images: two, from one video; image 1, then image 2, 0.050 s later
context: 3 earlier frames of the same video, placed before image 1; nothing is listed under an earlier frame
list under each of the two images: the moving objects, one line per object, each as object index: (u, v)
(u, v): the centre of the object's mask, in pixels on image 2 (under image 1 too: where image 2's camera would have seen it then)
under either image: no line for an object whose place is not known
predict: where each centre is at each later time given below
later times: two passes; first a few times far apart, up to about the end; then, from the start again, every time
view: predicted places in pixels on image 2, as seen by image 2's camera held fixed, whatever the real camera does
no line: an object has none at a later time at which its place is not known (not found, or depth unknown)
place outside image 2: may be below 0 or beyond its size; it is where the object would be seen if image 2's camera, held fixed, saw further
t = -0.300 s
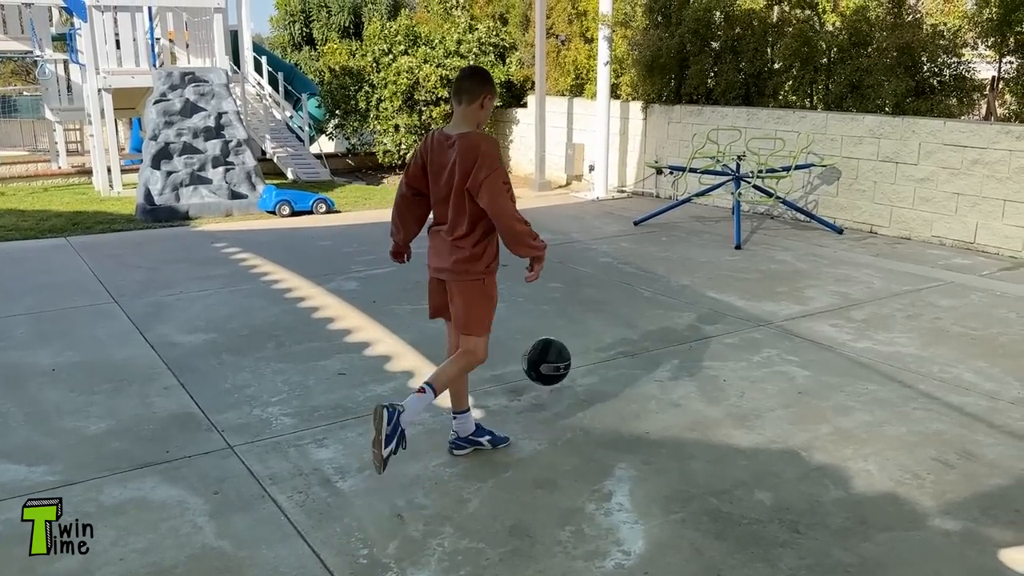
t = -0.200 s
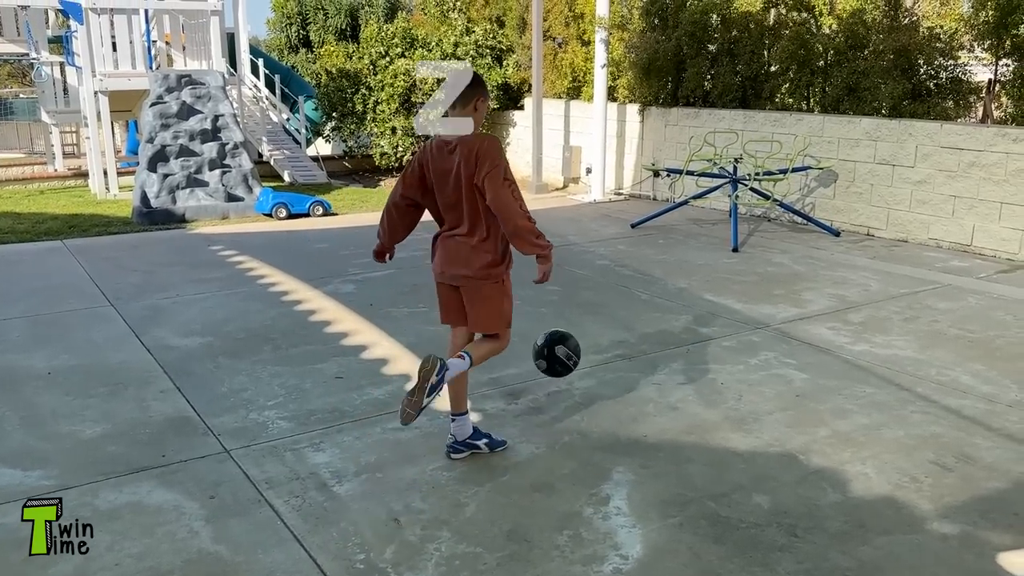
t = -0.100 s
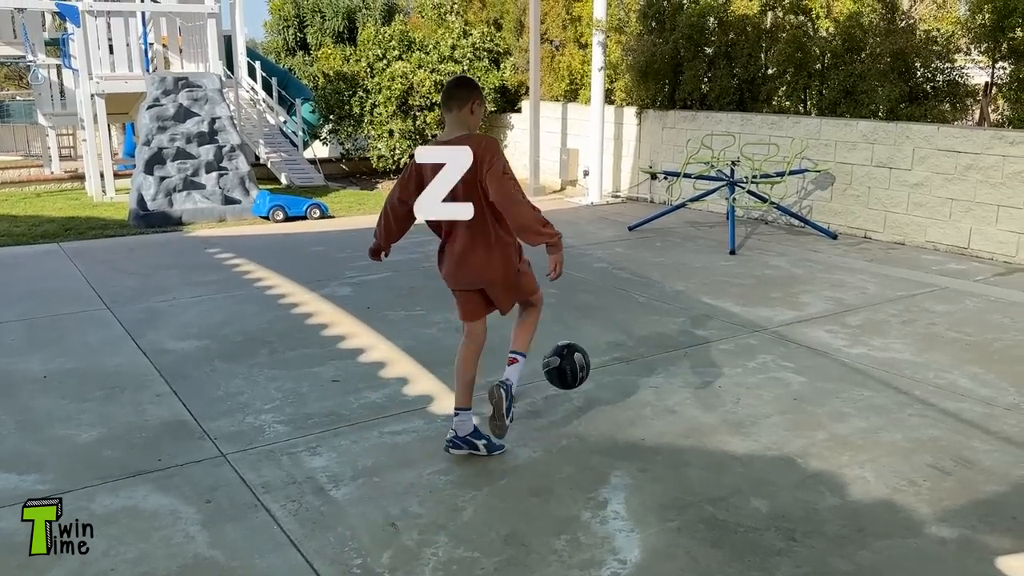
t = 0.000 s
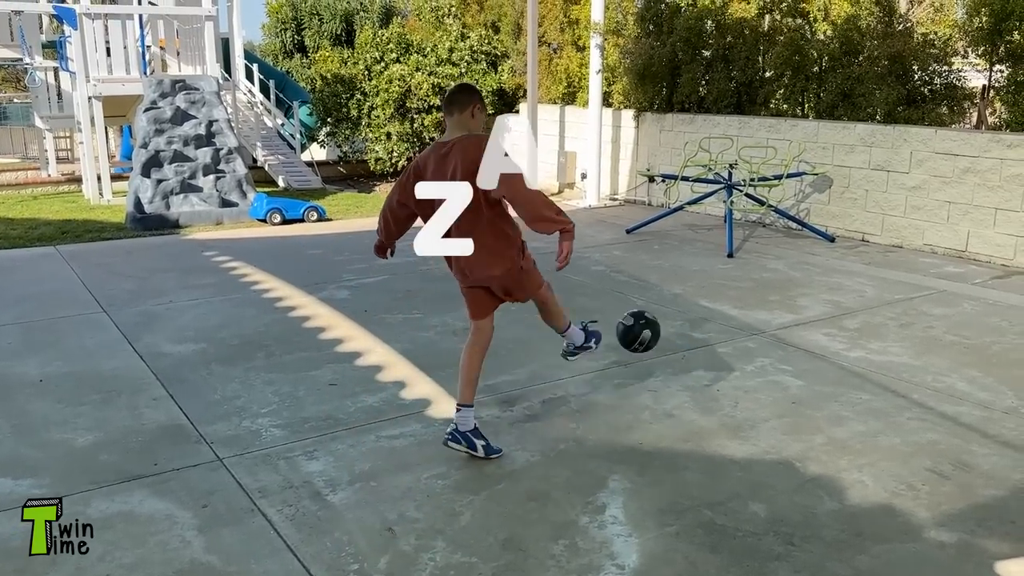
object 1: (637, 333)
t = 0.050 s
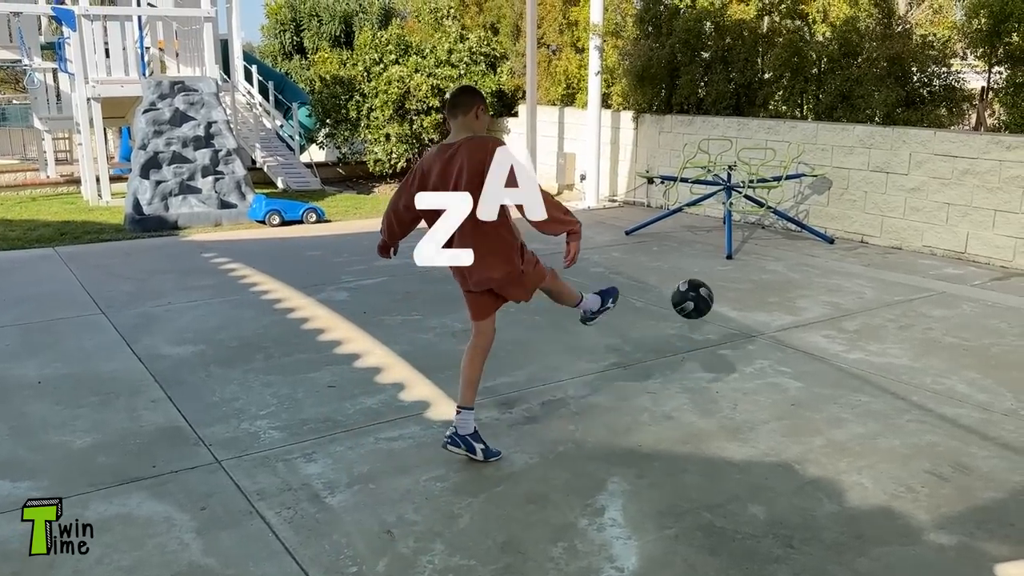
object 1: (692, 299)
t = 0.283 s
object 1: (872, 228)
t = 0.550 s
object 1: (889, 246)
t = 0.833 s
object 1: (720, 247)
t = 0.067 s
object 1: (709, 289)
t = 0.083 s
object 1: (725, 281)
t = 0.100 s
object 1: (740, 273)
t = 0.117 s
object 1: (755, 266)
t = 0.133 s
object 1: (769, 259)
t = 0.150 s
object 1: (783, 254)
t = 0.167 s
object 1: (795, 249)
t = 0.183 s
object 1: (807, 245)
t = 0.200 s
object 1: (820, 240)
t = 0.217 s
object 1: (831, 237)
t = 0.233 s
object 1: (842, 234)
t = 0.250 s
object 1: (852, 232)
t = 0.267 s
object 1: (862, 230)
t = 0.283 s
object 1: (872, 228)
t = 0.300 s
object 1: (881, 227)
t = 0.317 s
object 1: (890, 226)
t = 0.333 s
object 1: (899, 226)
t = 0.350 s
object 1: (907, 226)
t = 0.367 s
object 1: (915, 226)
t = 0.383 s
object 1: (922, 227)
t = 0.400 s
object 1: (930, 228)
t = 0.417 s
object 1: (937, 229)
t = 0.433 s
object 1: (943, 231)
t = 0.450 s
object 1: (950, 233)
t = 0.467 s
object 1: (954, 235)
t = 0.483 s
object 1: (941, 236)
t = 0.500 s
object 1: (928, 238)
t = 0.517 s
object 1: (915, 240)
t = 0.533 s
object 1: (902, 243)
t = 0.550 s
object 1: (889, 246)
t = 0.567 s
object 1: (875, 250)
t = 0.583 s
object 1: (862, 253)
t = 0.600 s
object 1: (851, 253)
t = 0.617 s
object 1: (842, 250)
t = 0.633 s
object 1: (834, 248)
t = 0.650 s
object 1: (825, 246)
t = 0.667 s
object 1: (816, 245)
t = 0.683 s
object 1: (806, 244)
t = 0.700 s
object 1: (797, 242)
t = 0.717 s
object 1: (788, 241)
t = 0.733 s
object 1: (778, 241)
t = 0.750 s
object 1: (768, 241)
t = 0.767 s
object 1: (759, 242)
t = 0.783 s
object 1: (749, 242)
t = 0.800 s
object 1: (740, 243)
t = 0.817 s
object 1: (730, 245)
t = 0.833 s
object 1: (720, 247)
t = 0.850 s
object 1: (710, 248)
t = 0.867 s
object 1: (700, 251)
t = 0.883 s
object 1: (690, 254)
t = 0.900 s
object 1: (680, 257)
